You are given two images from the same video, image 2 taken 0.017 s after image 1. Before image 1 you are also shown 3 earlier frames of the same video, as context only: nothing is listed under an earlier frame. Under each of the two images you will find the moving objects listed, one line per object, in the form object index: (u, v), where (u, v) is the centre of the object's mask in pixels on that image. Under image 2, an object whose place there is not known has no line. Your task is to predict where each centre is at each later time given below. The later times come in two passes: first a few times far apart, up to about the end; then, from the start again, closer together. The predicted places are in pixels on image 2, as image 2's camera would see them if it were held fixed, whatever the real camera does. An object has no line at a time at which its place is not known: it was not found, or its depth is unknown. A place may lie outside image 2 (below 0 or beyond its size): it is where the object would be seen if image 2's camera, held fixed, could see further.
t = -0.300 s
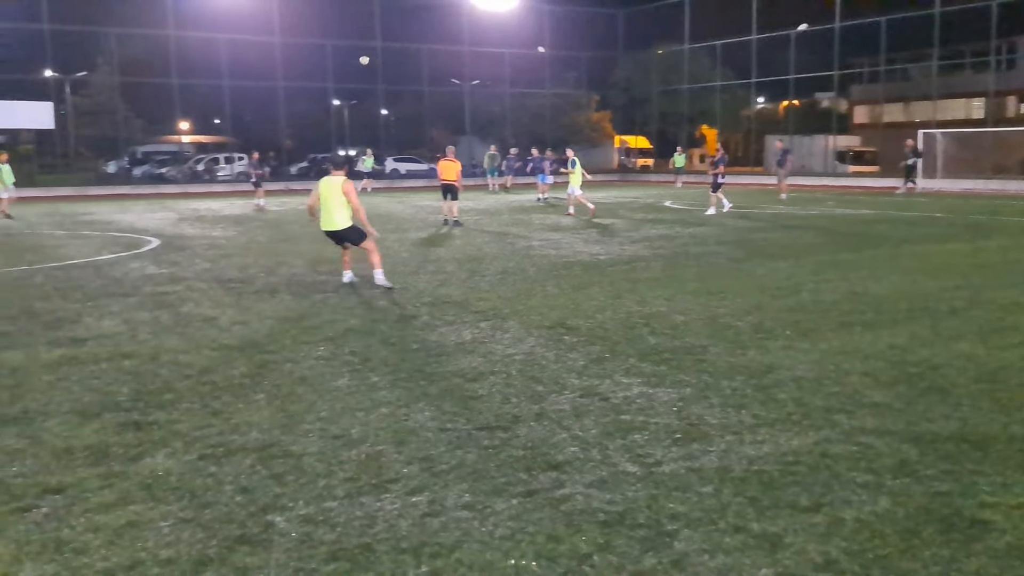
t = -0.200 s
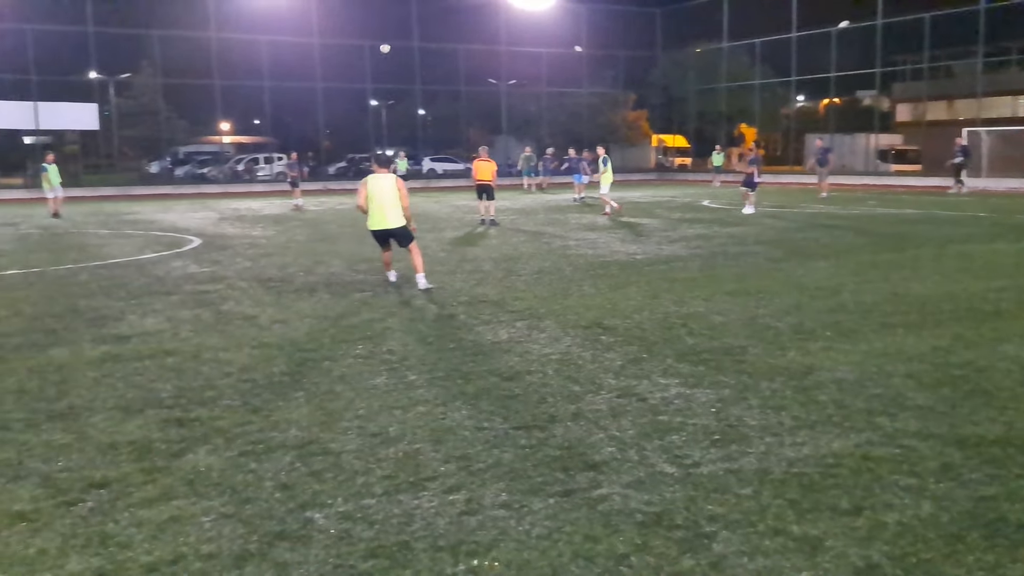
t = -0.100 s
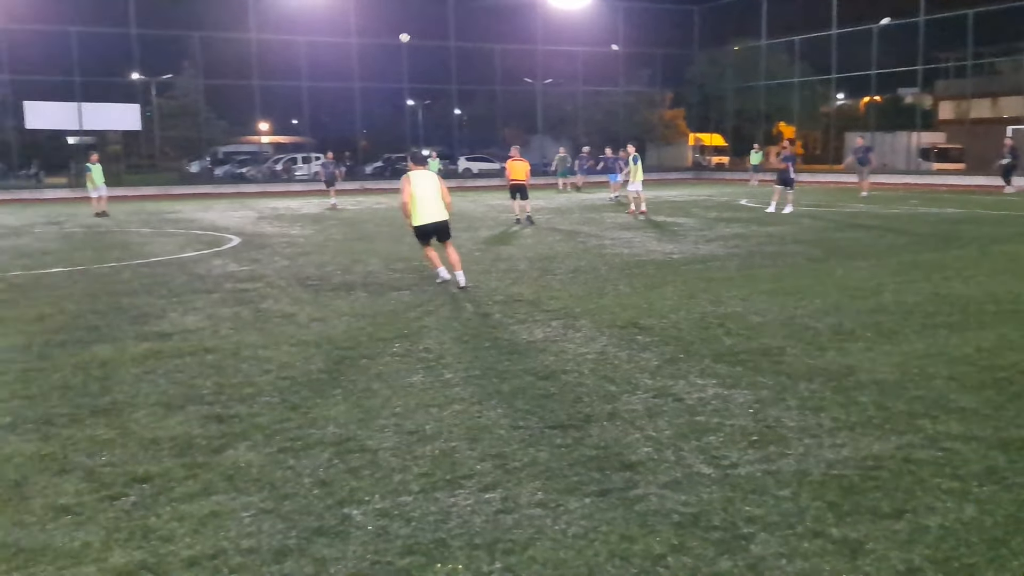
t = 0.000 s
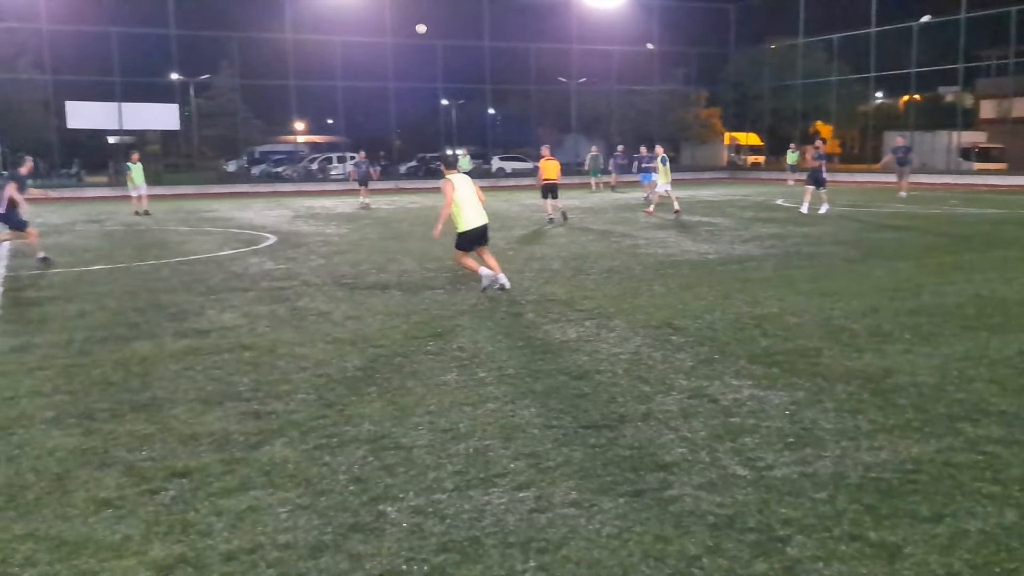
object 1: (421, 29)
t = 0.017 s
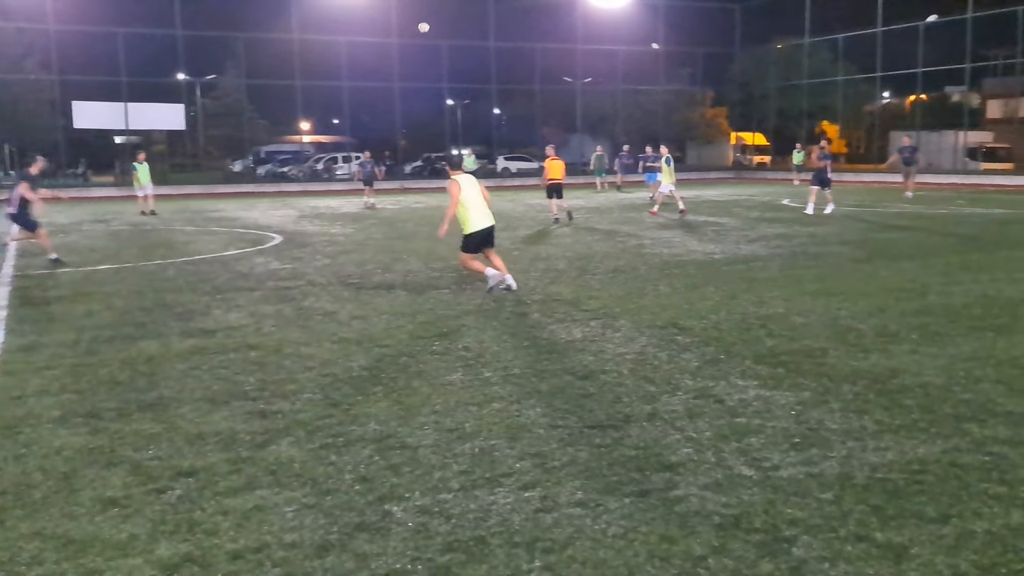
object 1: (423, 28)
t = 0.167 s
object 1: (396, 21)
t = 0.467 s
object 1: (327, 31)
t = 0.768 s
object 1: (225, 102)
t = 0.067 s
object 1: (415, 25)
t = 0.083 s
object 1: (412, 24)
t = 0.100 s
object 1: (408, 23)
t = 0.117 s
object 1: (405, 23)
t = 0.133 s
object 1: (402, 22)
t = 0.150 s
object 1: (399, 21)
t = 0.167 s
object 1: (396, 21)
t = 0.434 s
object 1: (336, 28)
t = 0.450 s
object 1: (332, 29)
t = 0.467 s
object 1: (327, 31)
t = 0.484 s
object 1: (322, 33)
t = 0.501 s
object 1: (318, 35)
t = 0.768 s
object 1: (225, 102)
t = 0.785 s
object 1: (217, 109)
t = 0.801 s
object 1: (210, 116)
